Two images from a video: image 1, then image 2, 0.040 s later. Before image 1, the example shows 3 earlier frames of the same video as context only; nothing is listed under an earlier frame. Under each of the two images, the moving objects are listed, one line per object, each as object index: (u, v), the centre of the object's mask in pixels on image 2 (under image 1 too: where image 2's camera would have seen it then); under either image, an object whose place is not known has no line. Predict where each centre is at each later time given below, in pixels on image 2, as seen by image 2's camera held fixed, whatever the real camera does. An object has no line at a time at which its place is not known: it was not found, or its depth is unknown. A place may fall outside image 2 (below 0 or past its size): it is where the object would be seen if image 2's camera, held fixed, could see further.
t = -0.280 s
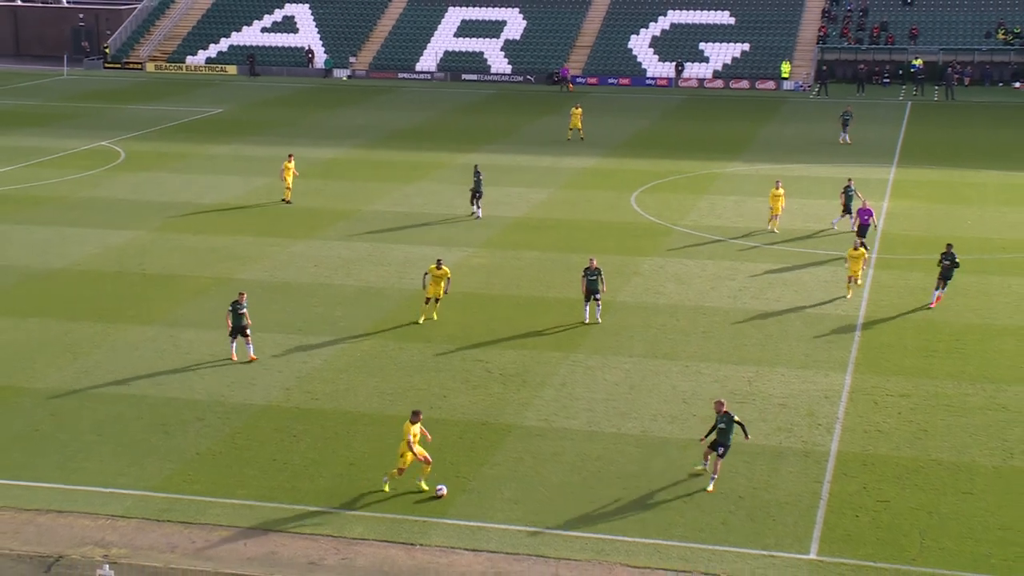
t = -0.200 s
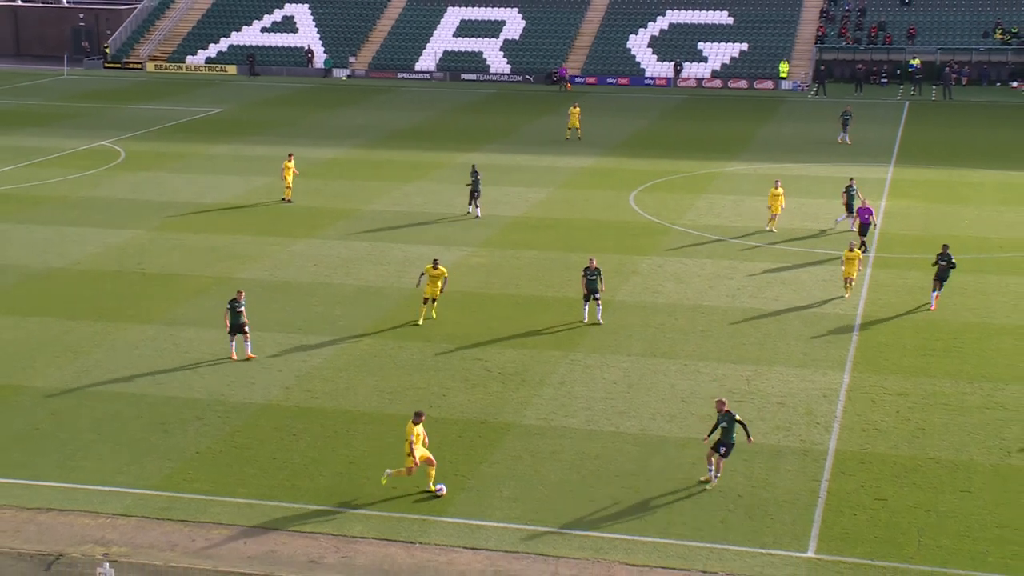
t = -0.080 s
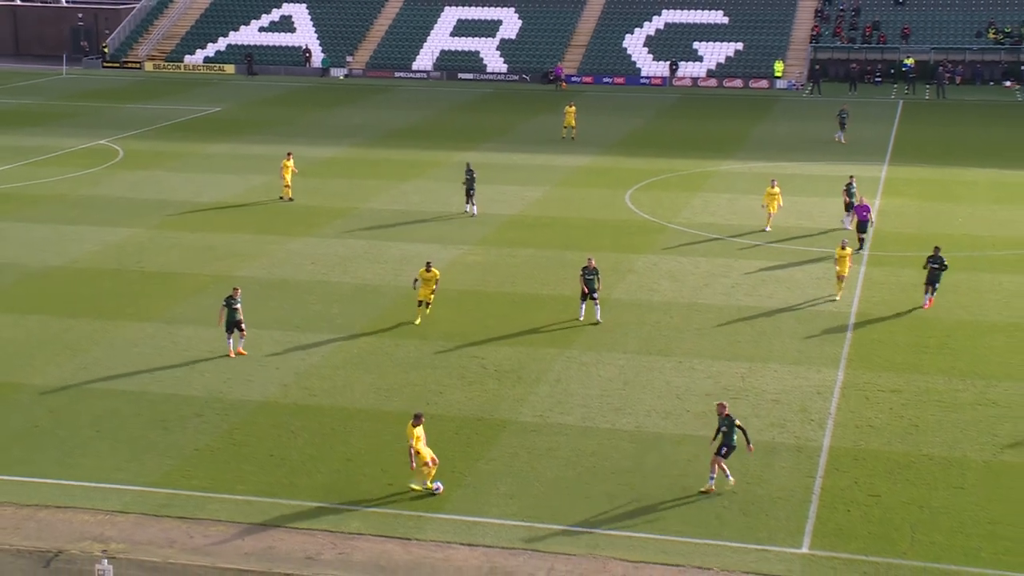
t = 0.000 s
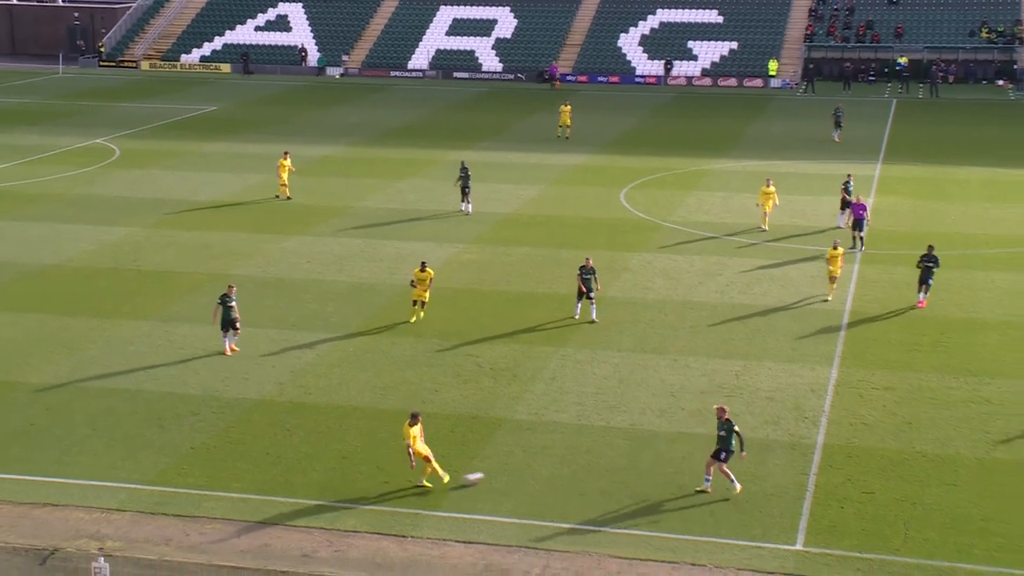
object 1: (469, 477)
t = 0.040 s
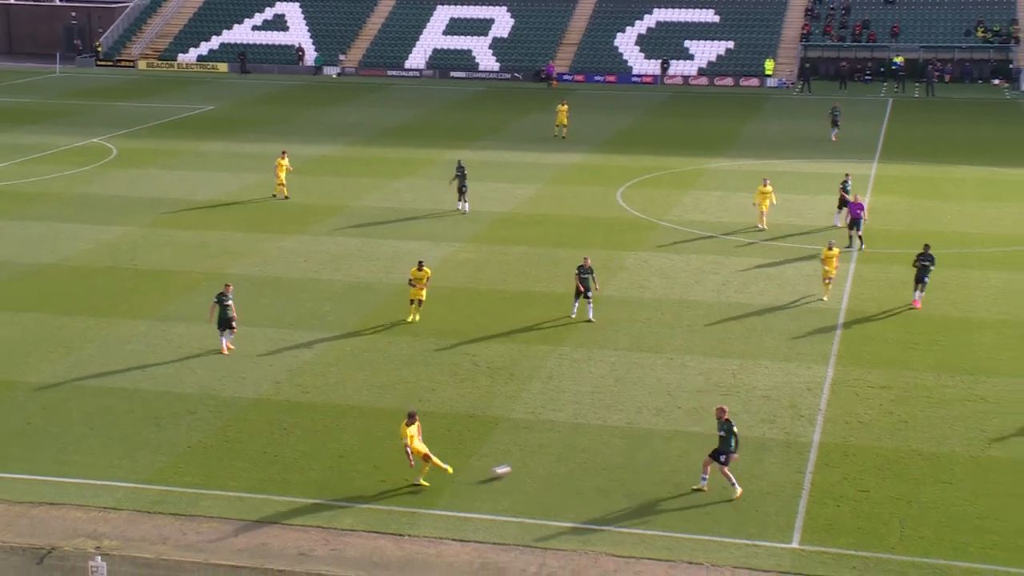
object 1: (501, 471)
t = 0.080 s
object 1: (530, 466)
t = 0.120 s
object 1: (559, 462)
